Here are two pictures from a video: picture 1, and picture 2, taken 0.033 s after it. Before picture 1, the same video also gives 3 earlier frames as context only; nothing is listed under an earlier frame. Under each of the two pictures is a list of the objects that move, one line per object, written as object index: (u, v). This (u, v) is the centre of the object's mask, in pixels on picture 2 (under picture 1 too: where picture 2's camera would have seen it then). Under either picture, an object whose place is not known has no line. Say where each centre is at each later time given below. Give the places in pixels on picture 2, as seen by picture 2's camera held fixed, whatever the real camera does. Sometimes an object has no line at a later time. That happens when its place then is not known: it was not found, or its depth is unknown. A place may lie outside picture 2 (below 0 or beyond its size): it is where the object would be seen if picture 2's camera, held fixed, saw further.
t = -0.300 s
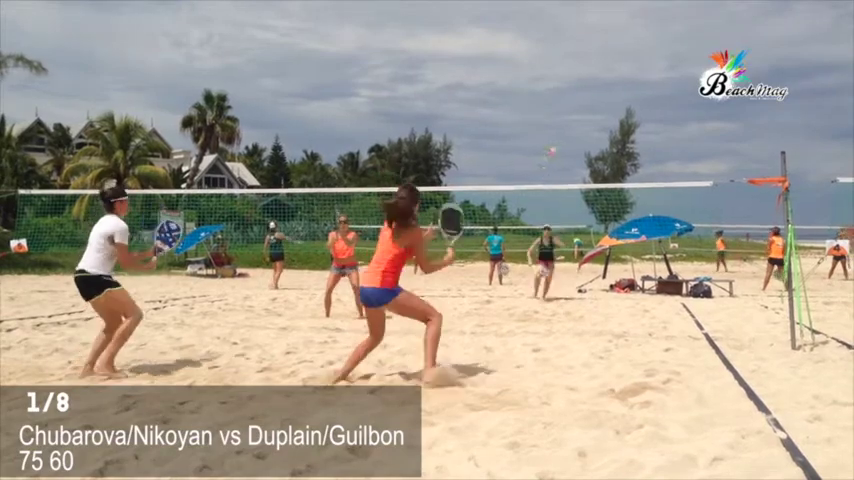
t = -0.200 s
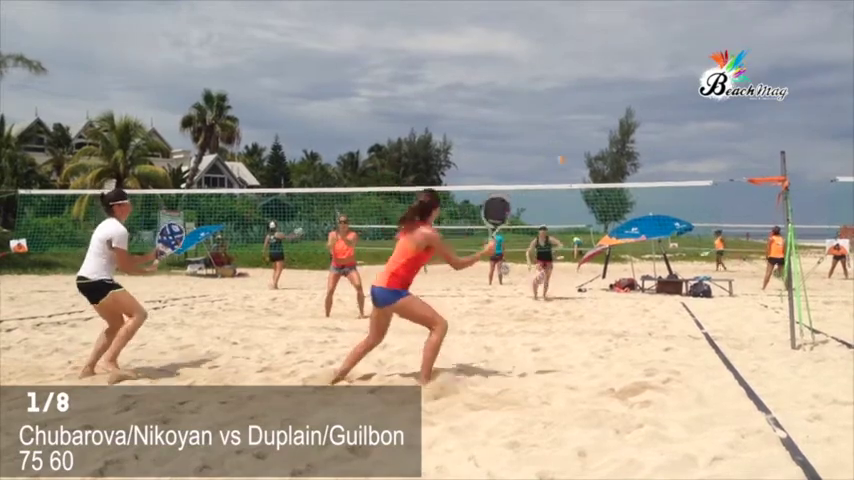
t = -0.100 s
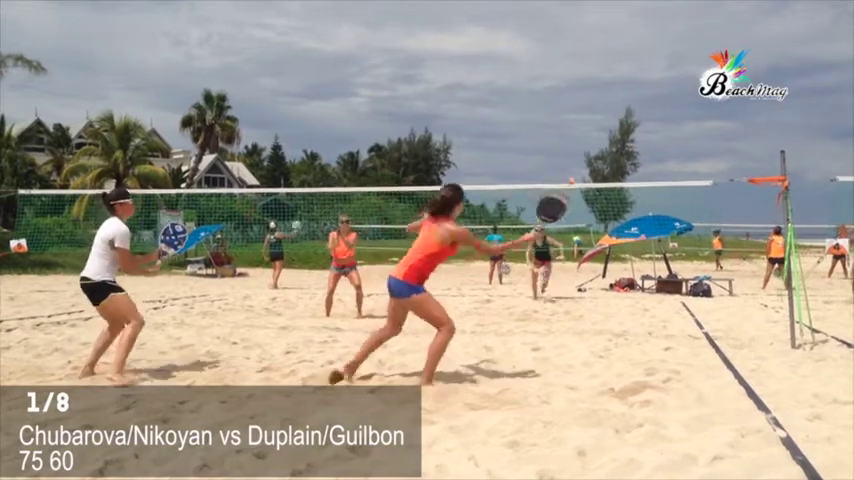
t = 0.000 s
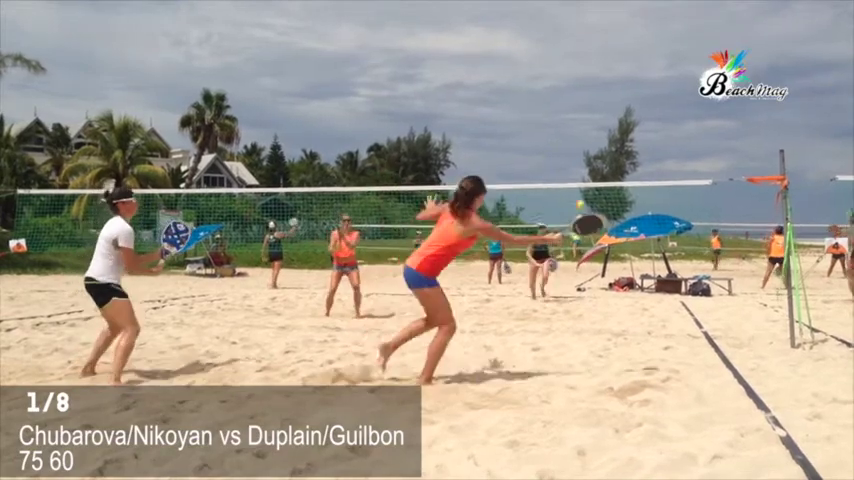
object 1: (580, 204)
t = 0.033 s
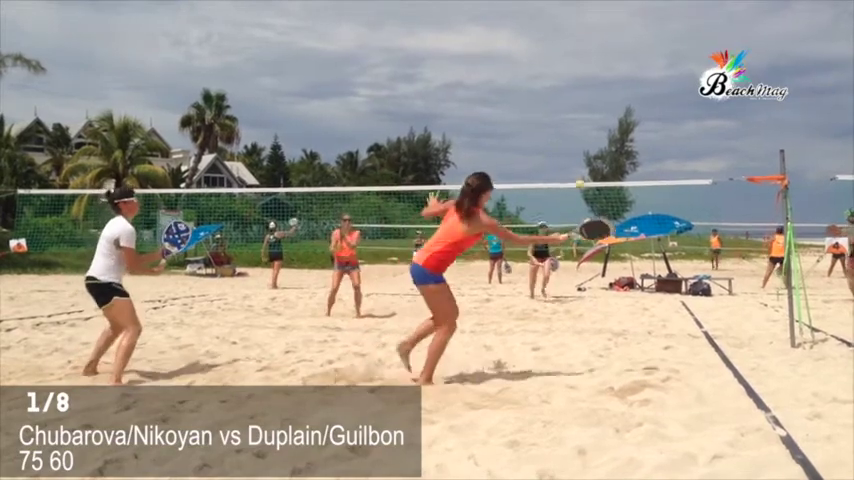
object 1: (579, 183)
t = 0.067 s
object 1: (579, 166)
